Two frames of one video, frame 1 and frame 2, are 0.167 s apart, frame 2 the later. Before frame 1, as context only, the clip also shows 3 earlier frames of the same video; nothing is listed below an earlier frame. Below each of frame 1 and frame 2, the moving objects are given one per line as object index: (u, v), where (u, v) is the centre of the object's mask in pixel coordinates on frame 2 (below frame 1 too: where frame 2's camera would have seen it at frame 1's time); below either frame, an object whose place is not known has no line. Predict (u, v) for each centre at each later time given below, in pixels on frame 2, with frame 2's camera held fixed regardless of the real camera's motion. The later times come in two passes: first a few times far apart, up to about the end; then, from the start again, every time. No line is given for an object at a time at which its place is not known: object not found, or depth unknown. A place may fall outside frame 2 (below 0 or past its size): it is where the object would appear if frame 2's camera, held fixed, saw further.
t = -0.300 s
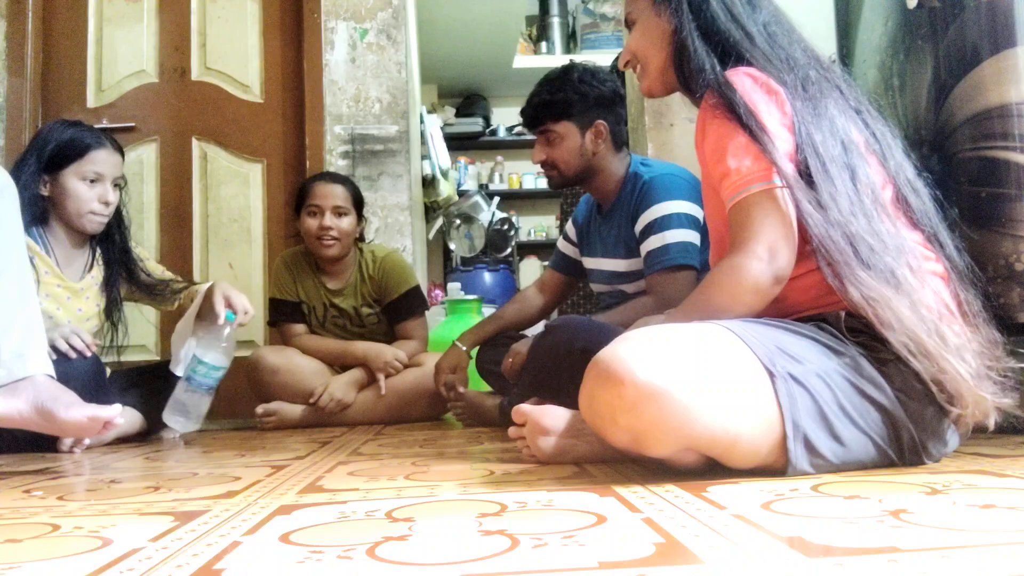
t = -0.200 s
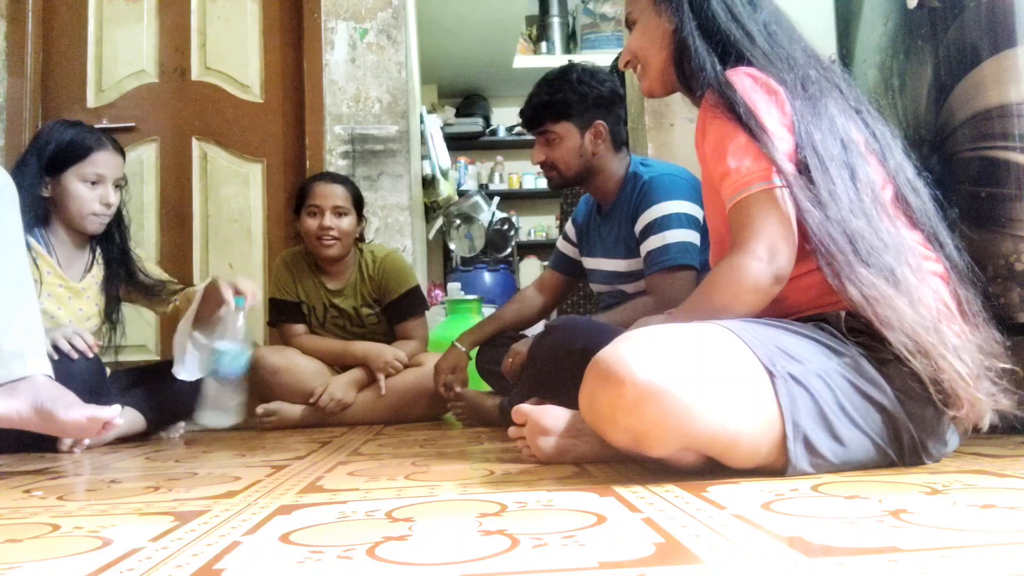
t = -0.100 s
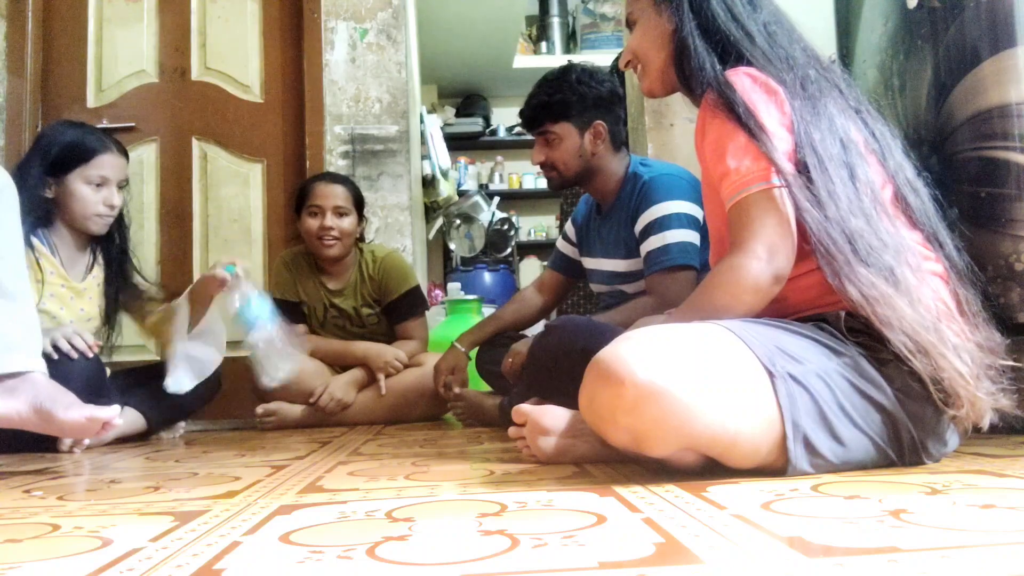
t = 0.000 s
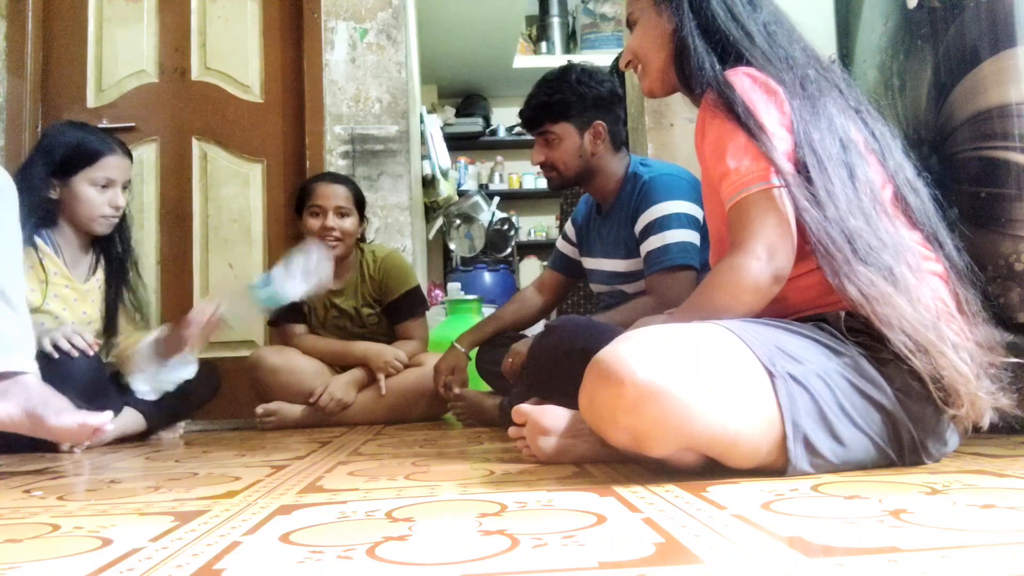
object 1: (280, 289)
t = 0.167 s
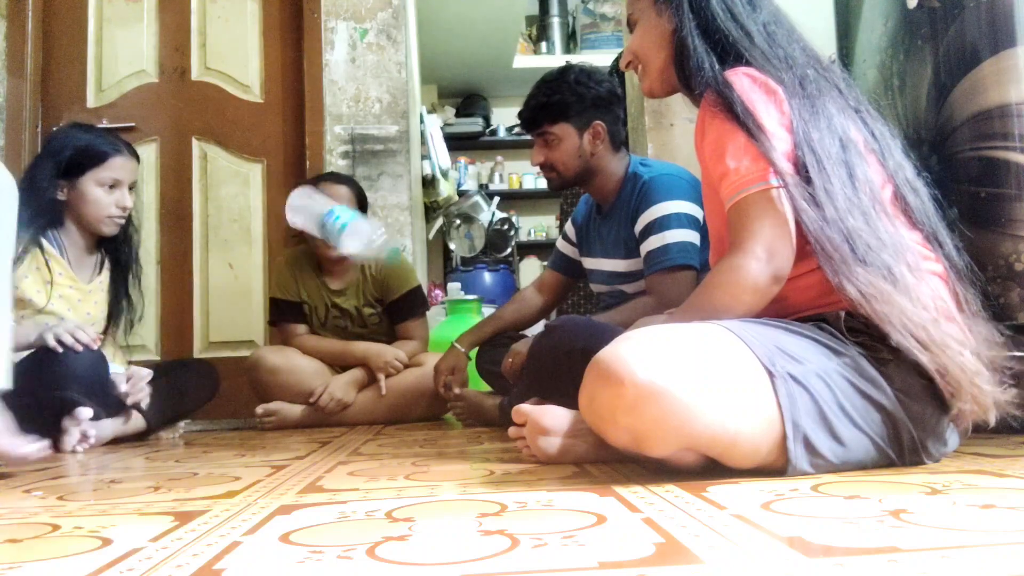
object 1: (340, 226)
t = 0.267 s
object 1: (350, 251)
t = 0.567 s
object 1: (397, 421)
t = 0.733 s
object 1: (394, 423)
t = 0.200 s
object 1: (340, 226)
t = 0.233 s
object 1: (345, 235)
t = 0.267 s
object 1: (350, 251)
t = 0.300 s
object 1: (355, 272)
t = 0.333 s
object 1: (360, 301)
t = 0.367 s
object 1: (366, 331)
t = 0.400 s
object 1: (373, 381)
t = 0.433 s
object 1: (393, 409)
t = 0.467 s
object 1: (389, 420)
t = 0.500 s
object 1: (394, 420)
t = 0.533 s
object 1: (397, 421)
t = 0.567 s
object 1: (397, 421)
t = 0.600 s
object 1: (397, 422)
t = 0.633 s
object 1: (397, 422)
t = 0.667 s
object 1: (396, 422)
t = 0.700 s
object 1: (395, 423)
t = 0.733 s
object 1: (394, 423)
